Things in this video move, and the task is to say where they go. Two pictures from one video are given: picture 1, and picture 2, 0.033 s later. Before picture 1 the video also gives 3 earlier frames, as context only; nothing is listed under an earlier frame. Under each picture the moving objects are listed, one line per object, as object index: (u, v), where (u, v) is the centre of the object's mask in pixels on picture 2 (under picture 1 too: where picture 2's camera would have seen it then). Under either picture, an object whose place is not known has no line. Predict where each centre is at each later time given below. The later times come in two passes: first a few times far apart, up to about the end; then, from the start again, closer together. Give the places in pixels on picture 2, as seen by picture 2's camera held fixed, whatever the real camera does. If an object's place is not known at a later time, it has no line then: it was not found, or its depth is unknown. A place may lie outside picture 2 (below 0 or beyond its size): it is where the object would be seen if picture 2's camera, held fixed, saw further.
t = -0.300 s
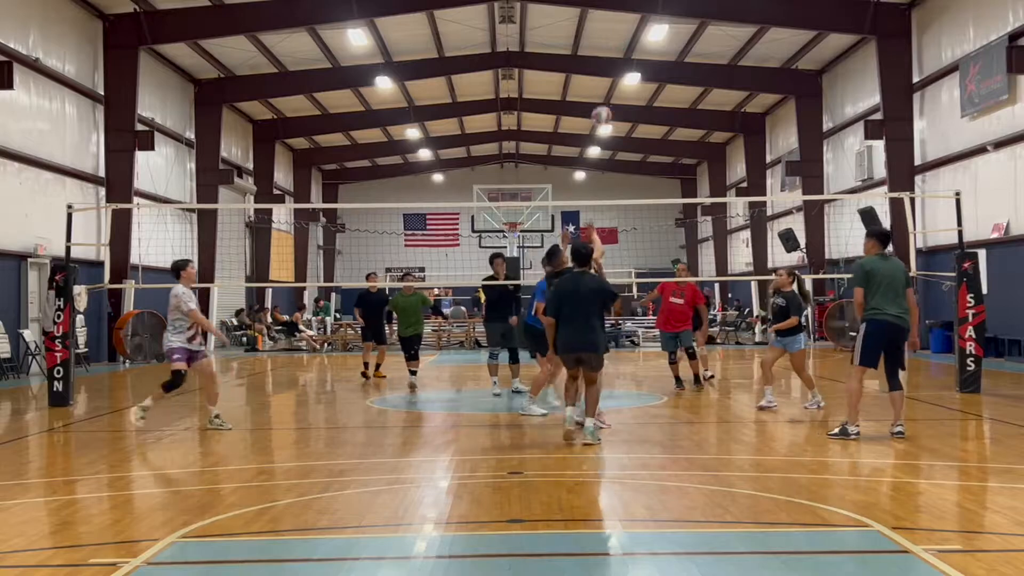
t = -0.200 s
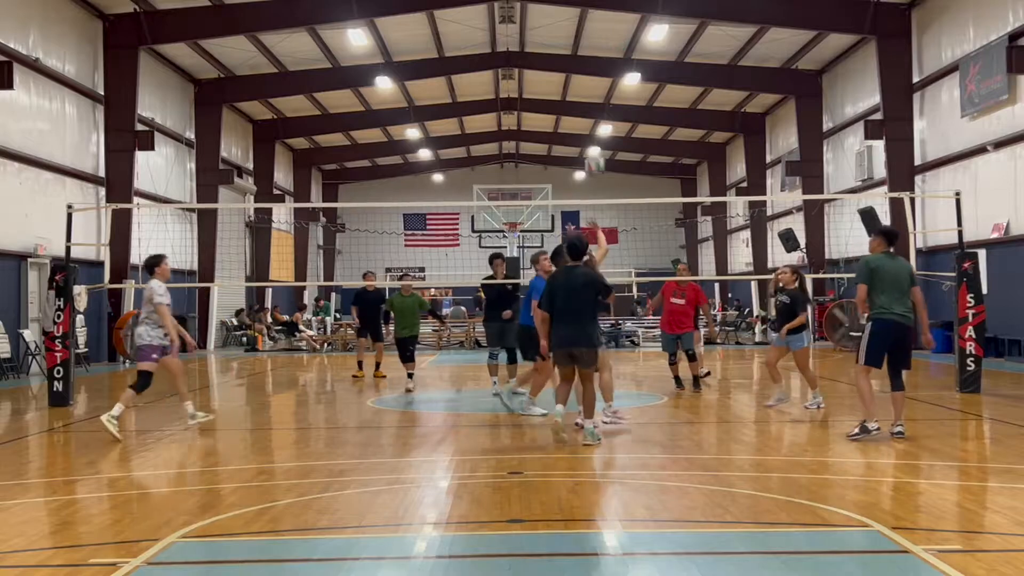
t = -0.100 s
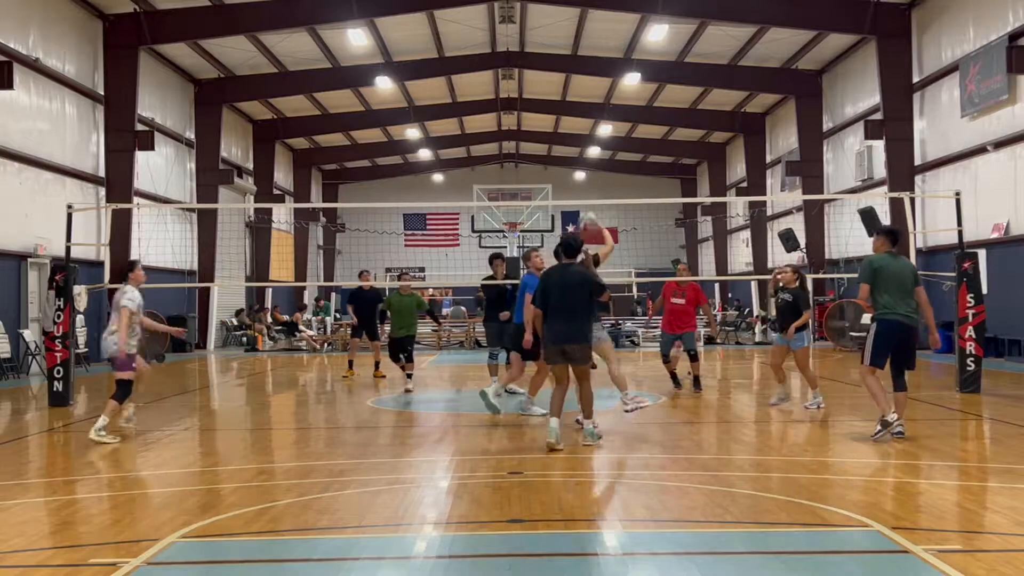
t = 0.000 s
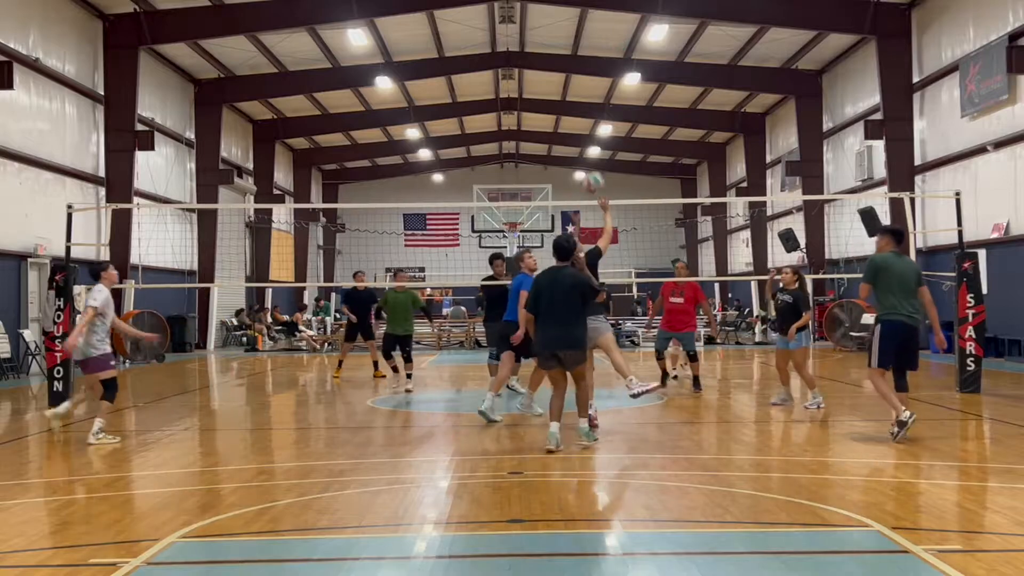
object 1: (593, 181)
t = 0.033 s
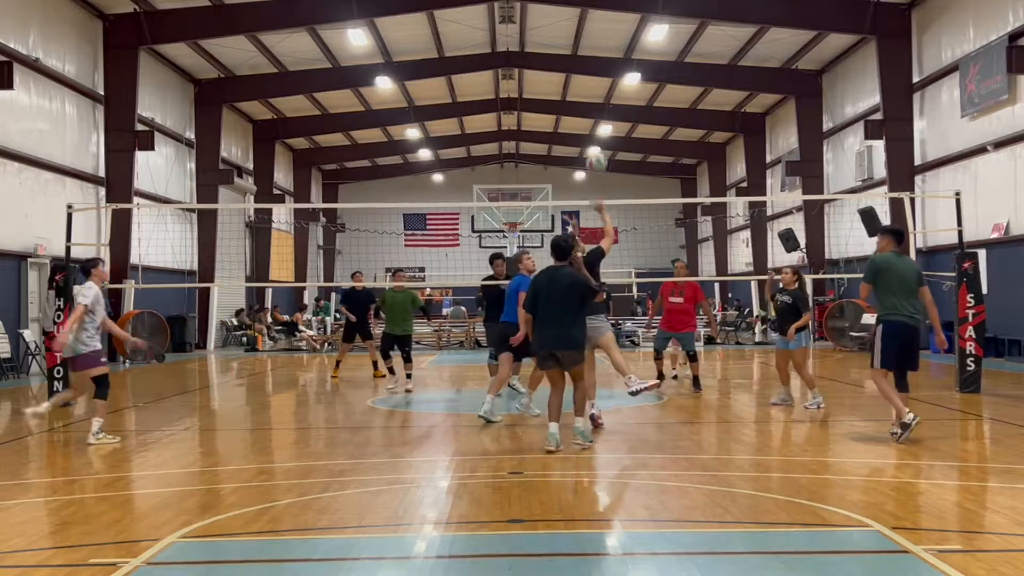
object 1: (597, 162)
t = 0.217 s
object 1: (613, 75)
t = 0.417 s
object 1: (632, 27)
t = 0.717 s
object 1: (656, 21)
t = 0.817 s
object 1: (665, 41)
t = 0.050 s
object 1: (598, 154)
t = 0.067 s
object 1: (599, 144)
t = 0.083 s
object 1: (604, 131)
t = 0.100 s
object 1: (603, 127)
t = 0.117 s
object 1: (604, 117)
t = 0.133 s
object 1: (605, 110)
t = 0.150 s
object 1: (606, 103)
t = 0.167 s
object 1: (608, 95)
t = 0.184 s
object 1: (610, 89)
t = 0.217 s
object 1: (613, 75)
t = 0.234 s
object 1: (614, 70)
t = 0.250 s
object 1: (616, 66)
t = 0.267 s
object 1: (618, 60)
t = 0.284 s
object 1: (620, 56)
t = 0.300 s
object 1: (622, 50)
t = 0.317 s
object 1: (623, 46)
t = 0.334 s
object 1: (625, 42)
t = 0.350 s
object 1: (626, 39)
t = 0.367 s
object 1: (628, 35)
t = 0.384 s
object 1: (628, 32)
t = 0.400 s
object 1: (630, 29)
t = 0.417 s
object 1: (632, 27)
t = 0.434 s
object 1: (633, 24)
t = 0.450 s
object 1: (634, 21)
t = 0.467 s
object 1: (636, 20)
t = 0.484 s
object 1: (637, 18)
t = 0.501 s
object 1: (638, 16)
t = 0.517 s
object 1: (640, 15)
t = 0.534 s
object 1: (641, 14)
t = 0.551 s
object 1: (642, 13)
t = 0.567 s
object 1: (643, 13)
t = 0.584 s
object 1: (644, 13)
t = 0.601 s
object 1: (646, 13)
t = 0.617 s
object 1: (648, 13)
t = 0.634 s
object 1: (649, 14)
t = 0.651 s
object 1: (650, 15)
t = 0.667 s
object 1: (651, 16)
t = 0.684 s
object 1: (653, 17)
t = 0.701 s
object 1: (654, 19)
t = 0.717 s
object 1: (656, 21)
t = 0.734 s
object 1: (658, 24)
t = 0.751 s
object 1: (659, 27)
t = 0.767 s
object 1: (660, 30)
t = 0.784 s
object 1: (661, 33)
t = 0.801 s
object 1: (663, 36)
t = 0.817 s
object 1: (665, 41)
